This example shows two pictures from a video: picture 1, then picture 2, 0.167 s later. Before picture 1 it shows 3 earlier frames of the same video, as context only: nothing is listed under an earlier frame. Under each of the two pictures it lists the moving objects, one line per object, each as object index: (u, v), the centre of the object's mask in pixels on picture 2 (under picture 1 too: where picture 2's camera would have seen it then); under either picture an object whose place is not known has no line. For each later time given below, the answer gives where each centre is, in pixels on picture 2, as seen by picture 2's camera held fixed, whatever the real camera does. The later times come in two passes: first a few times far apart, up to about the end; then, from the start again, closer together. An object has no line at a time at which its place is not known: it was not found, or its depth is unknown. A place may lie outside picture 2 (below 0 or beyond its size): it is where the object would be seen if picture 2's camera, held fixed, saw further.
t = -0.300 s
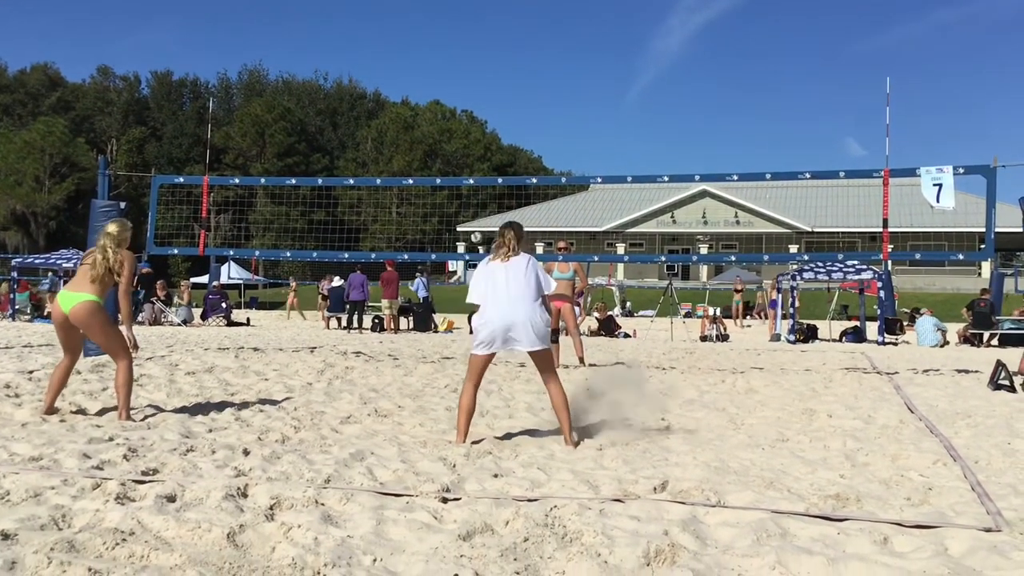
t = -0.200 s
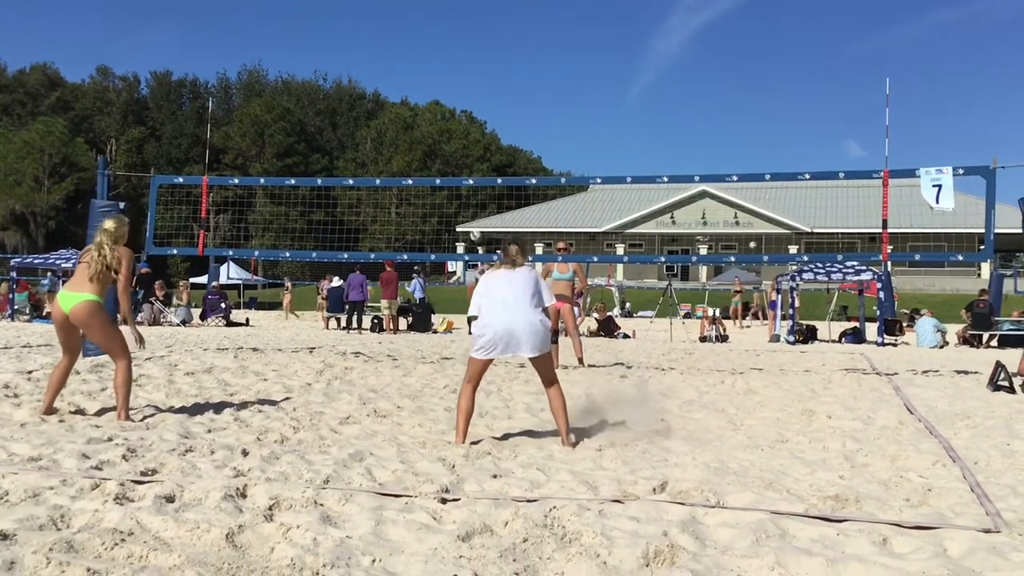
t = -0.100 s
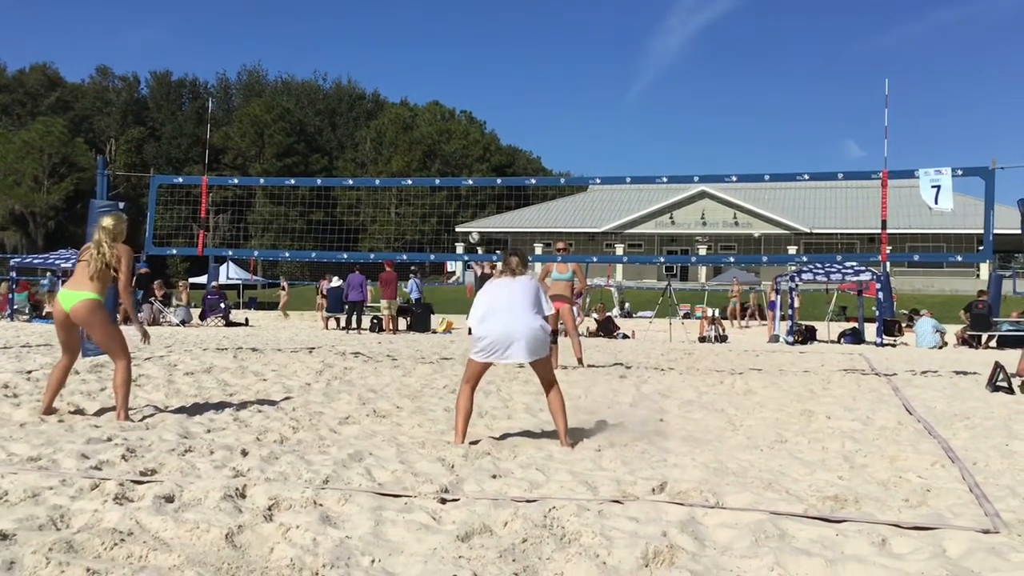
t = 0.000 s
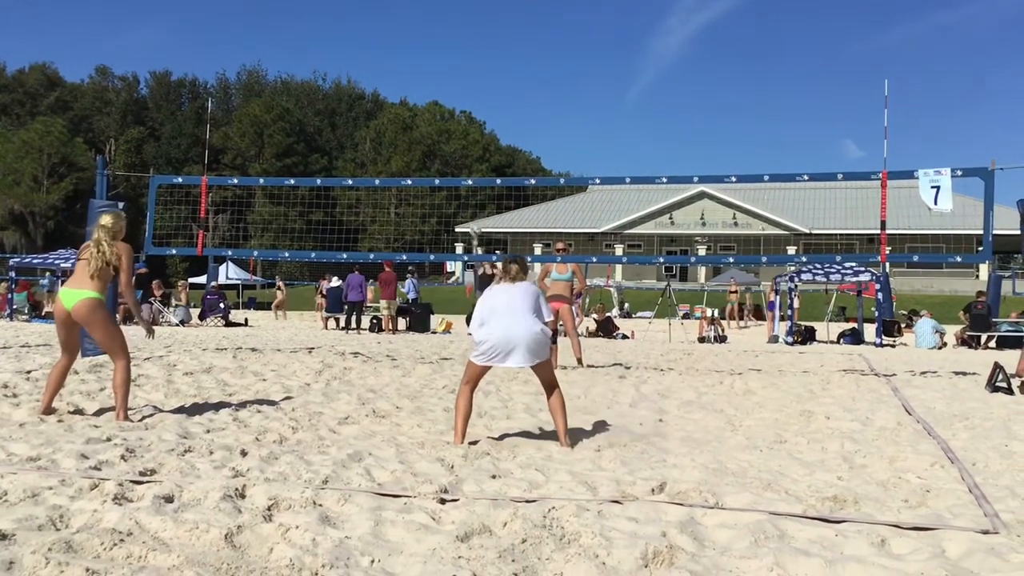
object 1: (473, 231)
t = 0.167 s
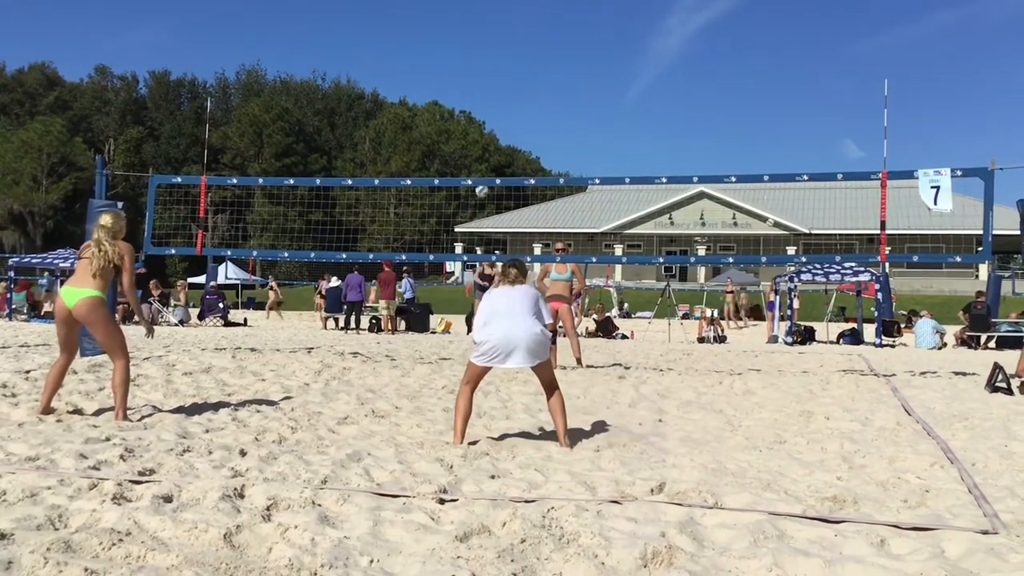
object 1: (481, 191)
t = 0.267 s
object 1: (487, 170)
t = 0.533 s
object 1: (504, 136)
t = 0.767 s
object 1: (527, 146)
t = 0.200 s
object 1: (482, 188)
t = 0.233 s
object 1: (484, 174)
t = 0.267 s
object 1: (487, 170)
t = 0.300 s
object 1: (488, 163)
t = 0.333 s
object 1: (490, 158)
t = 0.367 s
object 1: (492, 153)
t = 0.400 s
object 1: (494, 148)
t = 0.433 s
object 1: (496, 144)
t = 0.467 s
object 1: (499, 141)
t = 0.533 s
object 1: (504, 136)
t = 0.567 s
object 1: (506, 134)
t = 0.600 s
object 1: (510, 134)
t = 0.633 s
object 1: (513, 134)
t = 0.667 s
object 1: (516, 135)
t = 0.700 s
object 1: (520, 138)
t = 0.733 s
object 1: (523, 142)
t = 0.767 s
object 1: (527, 146)
